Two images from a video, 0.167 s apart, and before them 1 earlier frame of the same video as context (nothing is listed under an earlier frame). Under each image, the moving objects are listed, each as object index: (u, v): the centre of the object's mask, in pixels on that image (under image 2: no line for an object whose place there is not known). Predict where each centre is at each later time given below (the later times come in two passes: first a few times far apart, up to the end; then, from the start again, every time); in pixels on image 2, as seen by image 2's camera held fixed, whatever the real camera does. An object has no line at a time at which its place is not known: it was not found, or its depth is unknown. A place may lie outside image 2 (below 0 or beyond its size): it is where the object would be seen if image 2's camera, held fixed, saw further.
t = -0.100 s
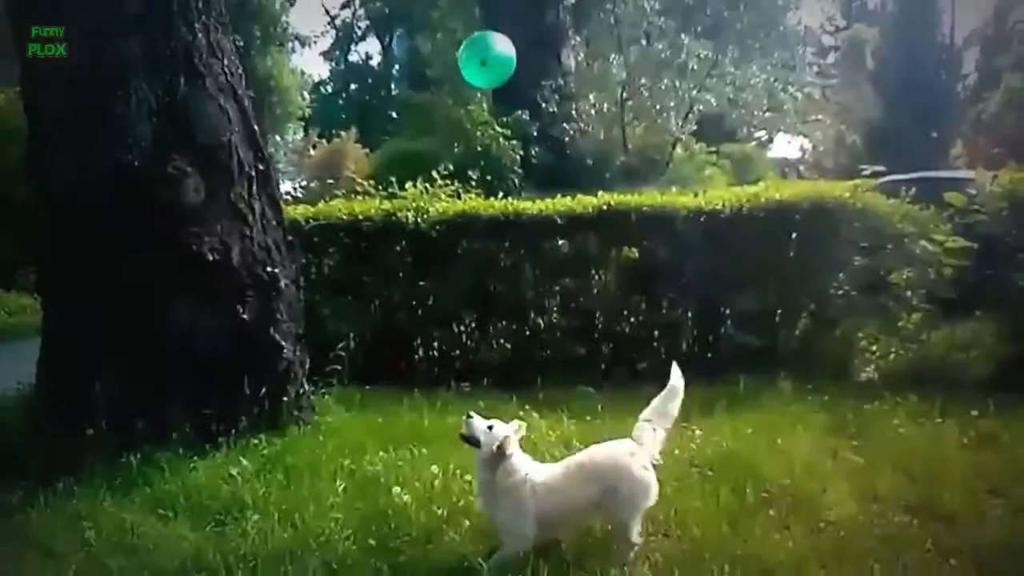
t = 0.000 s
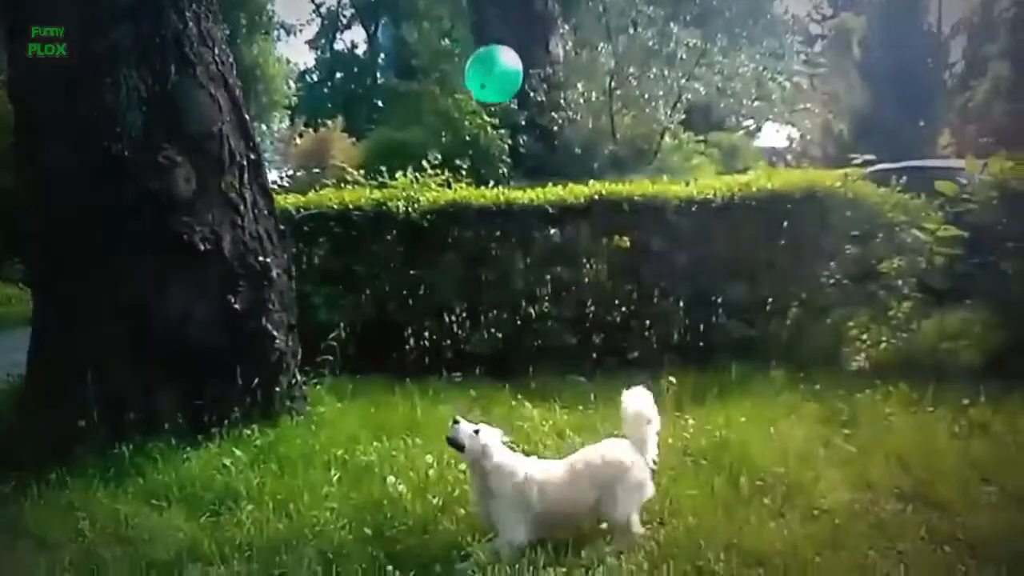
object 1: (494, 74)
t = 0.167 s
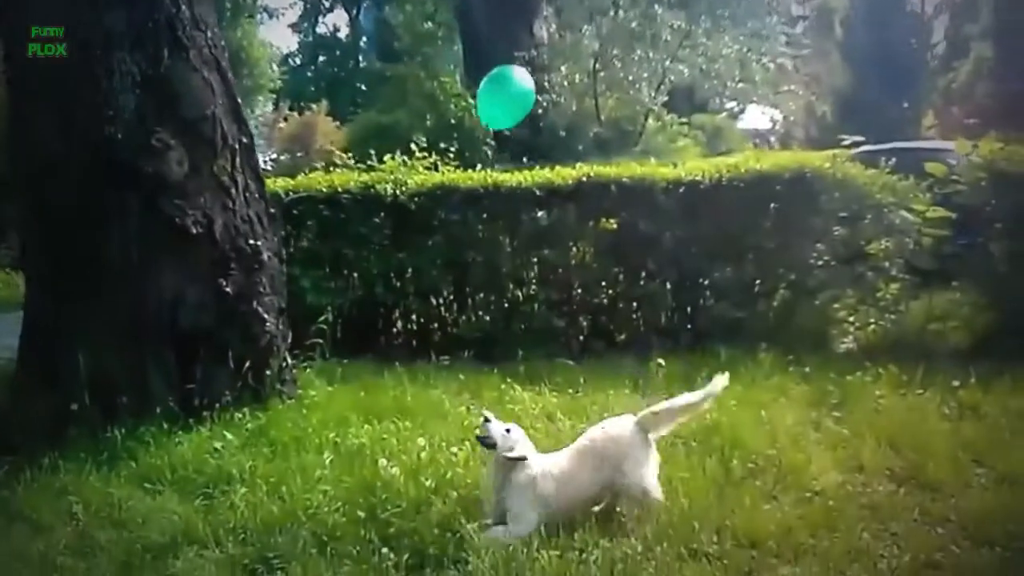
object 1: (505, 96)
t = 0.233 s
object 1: (514, 113)
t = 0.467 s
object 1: (539, 175)
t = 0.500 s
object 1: (541, 185)
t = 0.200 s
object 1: (509, 105)
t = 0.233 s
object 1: (514, 113)
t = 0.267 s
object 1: (518, 122)
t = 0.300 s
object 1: (521, 131)
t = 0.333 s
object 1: (525, 139)
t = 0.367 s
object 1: (529, 149)
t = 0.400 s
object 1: (532, 157)
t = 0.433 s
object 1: (536, 167)
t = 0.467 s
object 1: (539, 175)
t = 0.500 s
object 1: (541, 185)
